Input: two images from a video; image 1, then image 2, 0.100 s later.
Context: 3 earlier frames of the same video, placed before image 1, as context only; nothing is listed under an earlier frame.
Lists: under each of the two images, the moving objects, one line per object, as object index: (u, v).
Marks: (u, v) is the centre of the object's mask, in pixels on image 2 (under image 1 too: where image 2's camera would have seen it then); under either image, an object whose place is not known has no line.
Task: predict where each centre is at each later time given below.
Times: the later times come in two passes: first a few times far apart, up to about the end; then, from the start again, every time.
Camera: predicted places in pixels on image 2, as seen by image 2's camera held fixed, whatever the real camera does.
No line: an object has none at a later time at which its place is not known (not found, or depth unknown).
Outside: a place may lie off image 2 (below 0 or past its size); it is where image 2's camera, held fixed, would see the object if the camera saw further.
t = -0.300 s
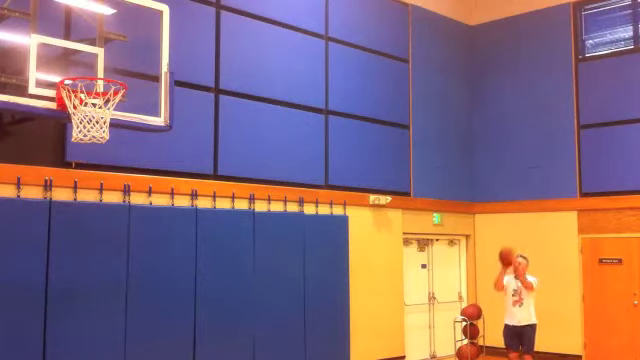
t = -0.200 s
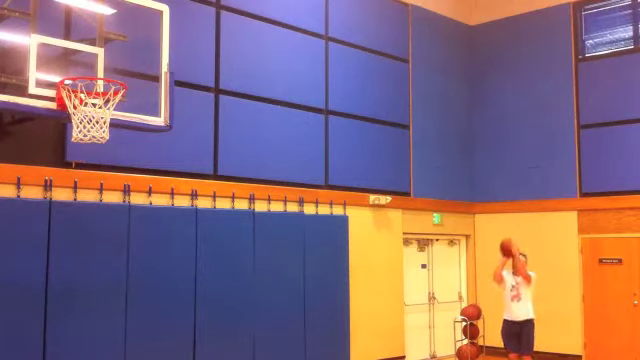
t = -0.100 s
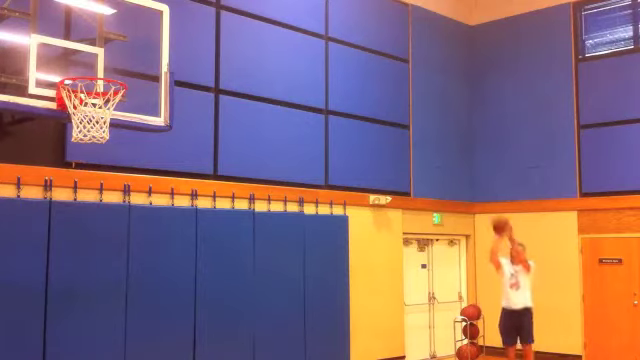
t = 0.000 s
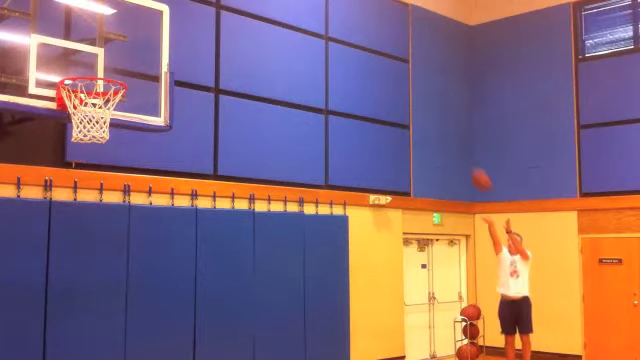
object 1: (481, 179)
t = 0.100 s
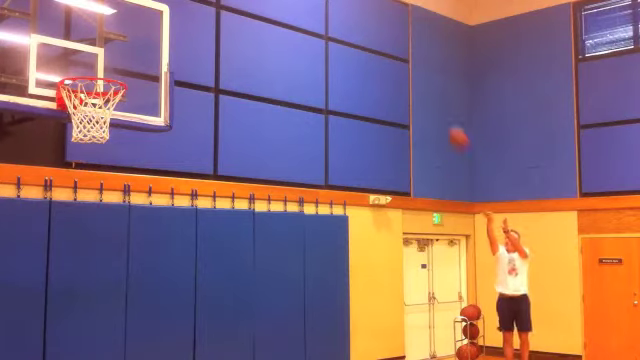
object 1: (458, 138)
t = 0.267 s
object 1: (415, 78)
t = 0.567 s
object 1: (324, 10)
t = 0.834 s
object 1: (214, 7)
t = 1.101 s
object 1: (81, 69)
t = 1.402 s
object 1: (95, 38)
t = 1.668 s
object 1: (109, 67)
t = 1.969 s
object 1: (78, 71)
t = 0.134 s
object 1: (450, 125)
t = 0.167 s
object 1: (441, 113)
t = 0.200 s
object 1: (433, 101)
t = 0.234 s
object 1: (424, 88)
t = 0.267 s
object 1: (415, 78)
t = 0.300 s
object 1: (406, 68)
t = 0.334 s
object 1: (396, 58)
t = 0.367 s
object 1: (388, 48)
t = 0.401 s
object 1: (377, 40)
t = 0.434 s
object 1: (367, 32)
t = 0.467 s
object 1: (357, 26)
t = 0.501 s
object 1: (346, 19)
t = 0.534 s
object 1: (335, 13)
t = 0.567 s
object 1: (324, 10)
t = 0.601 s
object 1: (311, 7)
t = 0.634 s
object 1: (299, 6)
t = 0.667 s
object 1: (286, 4)
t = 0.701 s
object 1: (272, 4)
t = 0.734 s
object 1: (259, 4)
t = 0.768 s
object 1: (245, 4)
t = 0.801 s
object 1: (231, 5)
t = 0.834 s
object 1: (214, 7)
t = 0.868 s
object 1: (200, 10)
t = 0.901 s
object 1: (182, 14)
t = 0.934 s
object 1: (165, 21)
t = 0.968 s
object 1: (144, 30)
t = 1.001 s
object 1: (126, 41)
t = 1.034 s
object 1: (110, 51)
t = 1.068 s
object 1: (82, 65)
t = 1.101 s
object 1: (81, 69)
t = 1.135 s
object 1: (104, 71)
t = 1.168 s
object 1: (108, 68)
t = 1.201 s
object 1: (106, 60)
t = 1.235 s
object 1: (103, 52)
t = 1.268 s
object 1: (100, 46)
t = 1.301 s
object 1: (97, 42)
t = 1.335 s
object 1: (95, 39)
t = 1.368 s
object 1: (93, 38)
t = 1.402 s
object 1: (95, 38)
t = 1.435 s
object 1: (98, 39)
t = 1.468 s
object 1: (101, 42)
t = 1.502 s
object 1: (104, 47)
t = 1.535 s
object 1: (108, 53)
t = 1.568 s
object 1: (111, 62)
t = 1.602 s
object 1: (115, 69)
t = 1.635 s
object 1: (113, 69)
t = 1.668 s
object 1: (109, 67)
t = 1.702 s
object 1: (104, 65)
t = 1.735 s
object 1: (99, 64)
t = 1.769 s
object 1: (93, 65)
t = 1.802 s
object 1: (86, 66)
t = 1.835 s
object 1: (84, 66)
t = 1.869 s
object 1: (83, 66)
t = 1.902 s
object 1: (80, 67)
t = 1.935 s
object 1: (79, 69)
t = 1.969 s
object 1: (78, 71)
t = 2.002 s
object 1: (76, 73)
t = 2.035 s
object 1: (85, 88)
